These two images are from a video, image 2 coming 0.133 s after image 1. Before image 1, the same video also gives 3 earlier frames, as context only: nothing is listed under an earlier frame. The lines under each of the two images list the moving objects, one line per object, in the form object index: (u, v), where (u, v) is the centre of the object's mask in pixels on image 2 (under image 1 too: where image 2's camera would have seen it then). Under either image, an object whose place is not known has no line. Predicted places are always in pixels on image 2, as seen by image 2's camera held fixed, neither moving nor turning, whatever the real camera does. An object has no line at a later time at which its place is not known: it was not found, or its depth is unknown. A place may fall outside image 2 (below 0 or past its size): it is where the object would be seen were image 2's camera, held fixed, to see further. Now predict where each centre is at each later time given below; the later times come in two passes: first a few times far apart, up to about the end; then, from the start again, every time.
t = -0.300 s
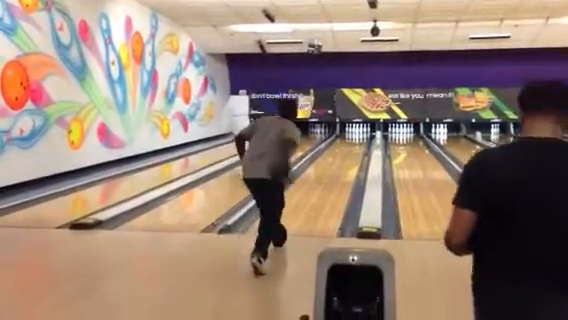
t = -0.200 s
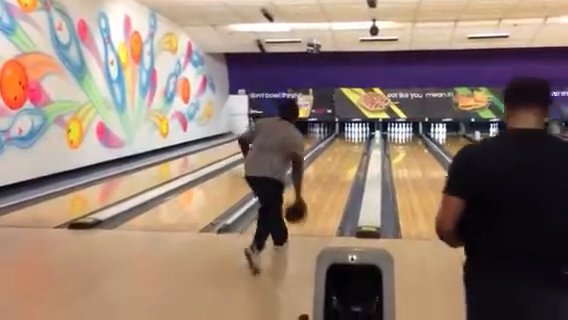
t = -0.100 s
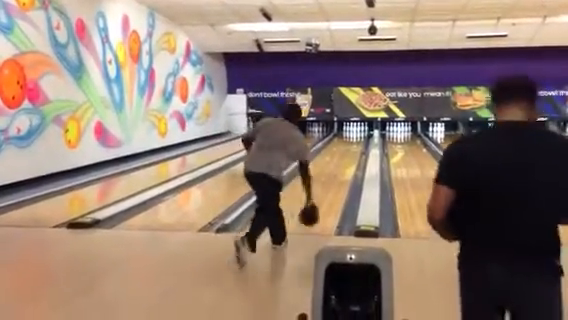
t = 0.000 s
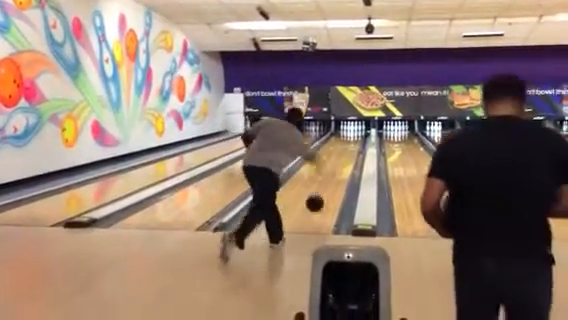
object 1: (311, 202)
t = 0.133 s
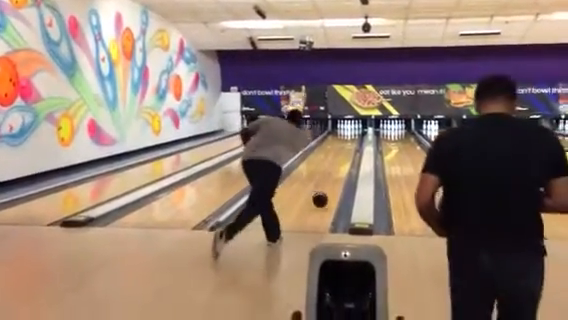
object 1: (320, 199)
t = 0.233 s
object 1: (324, 191)
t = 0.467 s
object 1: (332, 174)
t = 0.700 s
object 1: (339, 162)
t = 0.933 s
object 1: (343, 154)
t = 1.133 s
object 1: (346, 150)
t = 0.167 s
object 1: (321, 198)
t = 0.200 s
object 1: (323, 194)
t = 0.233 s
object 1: (324, 191)
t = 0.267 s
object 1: (326, 188)
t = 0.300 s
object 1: (327, 185)
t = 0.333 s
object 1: (328, 183)
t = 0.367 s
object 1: (329, 180)
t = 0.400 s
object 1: (331, 178)
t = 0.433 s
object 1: (332, 176)
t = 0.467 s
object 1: (332, 174)
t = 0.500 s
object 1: (333, 172)
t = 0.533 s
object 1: (335, 170)
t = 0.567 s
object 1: (335, 169)
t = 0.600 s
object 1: (337, 166)
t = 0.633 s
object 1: (337, 165)
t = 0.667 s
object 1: (338, 164)
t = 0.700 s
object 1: (339, 162)
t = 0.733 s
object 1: (339, 161)
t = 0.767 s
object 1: (340, 160)
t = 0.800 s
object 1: (341, 158)
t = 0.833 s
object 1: (341, 157)
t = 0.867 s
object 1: (342, 156)
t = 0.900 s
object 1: (342, 155)
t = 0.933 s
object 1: (343, 154)
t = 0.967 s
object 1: (344, 153)
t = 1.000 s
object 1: (344, 151)
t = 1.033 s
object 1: (345, 151)
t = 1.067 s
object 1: (345, 151)
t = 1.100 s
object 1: (345, 150)
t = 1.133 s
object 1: (346, 150)
